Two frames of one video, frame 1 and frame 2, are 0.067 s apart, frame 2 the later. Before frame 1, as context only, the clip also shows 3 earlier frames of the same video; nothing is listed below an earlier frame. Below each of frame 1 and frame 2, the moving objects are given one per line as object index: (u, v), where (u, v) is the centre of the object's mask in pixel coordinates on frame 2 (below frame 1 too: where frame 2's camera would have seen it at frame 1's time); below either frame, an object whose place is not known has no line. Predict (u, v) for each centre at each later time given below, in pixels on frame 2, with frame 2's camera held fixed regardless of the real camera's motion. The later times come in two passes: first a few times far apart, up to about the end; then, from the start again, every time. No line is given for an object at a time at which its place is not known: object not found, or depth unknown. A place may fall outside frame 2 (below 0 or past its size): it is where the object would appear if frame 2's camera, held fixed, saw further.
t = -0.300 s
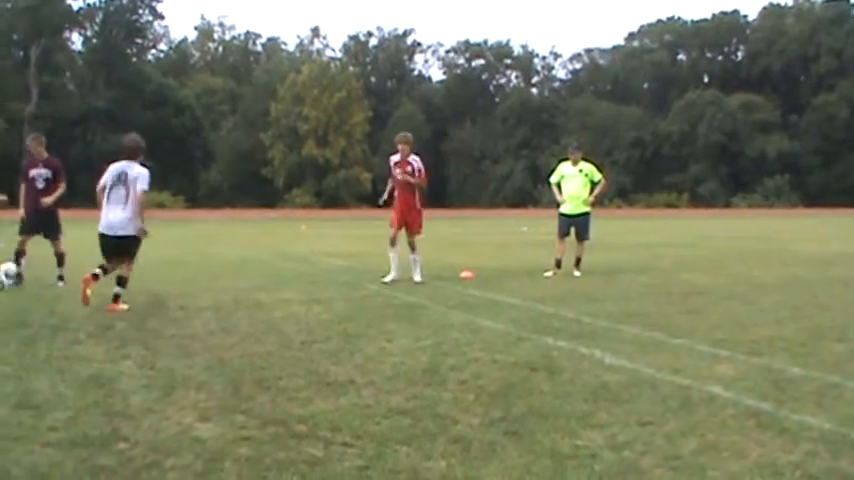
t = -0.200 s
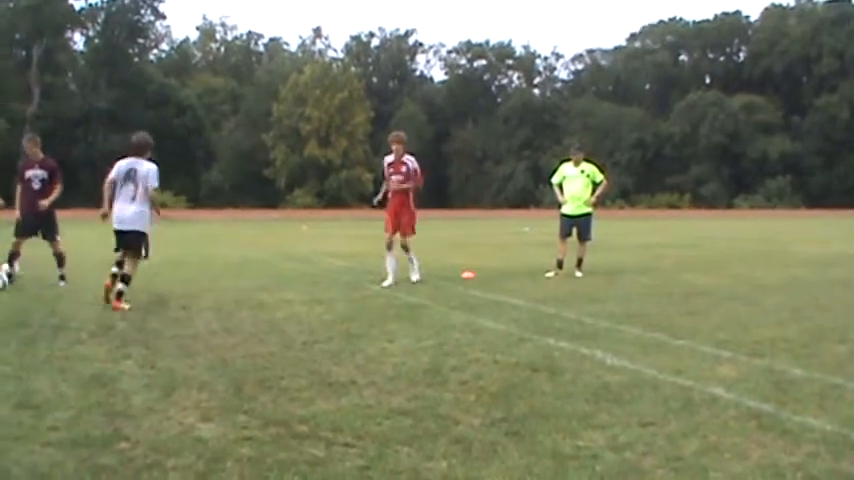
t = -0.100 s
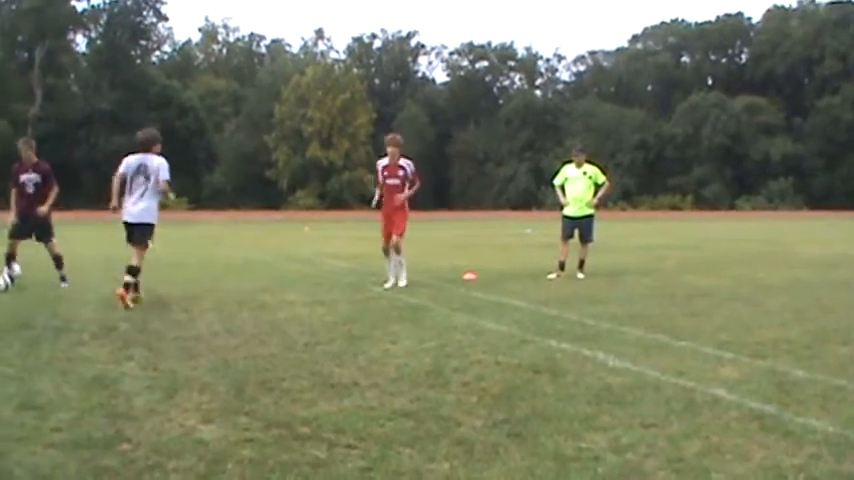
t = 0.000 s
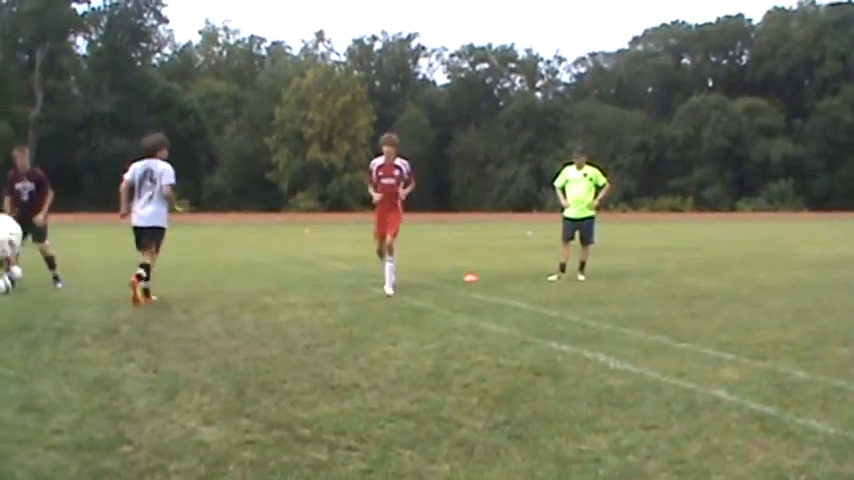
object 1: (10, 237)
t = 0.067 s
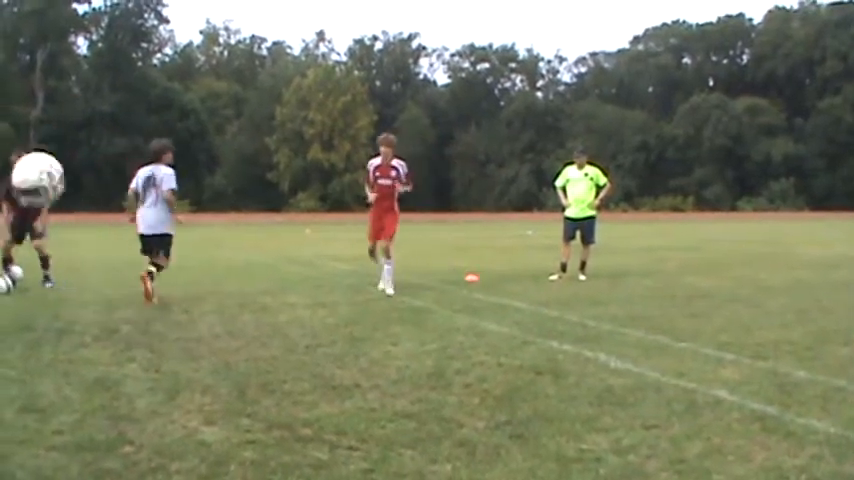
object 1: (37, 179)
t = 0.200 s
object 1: (105, 105)
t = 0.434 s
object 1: (188, 90)
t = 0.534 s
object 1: (215, 110)
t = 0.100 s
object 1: (57, 155)
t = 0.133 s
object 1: (74, 134)
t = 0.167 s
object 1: (90, 118)
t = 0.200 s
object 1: (105, 105)
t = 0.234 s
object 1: (120, 96)
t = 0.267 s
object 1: (133, 89)
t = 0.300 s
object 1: (146, 85)
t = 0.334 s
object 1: (157, 84)
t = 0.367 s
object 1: (168, 84)
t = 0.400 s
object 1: (178, 86)
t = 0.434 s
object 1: (188, 90)
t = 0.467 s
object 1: (197, 95)
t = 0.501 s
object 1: (206, 102)
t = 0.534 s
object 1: (215, 110)
